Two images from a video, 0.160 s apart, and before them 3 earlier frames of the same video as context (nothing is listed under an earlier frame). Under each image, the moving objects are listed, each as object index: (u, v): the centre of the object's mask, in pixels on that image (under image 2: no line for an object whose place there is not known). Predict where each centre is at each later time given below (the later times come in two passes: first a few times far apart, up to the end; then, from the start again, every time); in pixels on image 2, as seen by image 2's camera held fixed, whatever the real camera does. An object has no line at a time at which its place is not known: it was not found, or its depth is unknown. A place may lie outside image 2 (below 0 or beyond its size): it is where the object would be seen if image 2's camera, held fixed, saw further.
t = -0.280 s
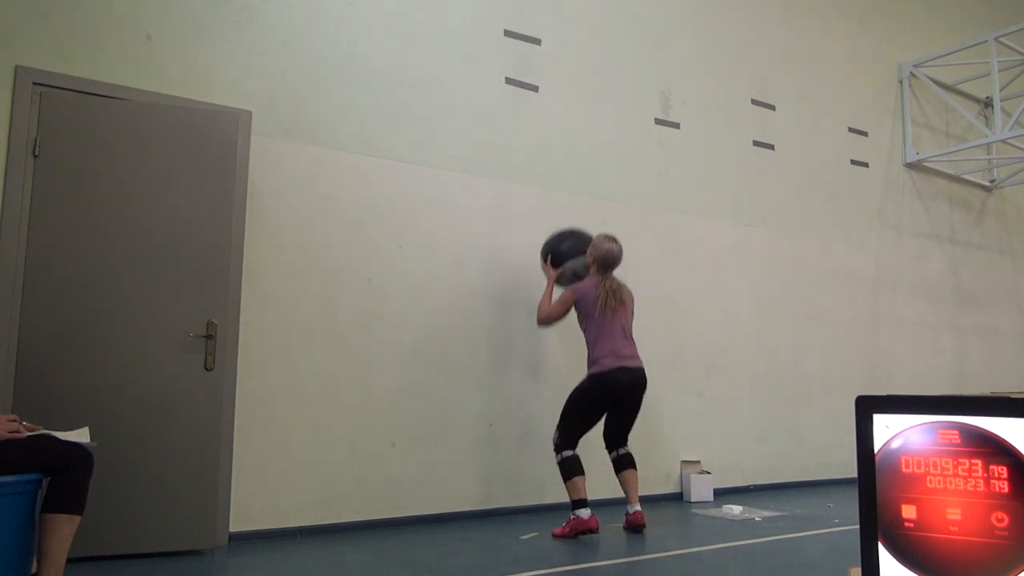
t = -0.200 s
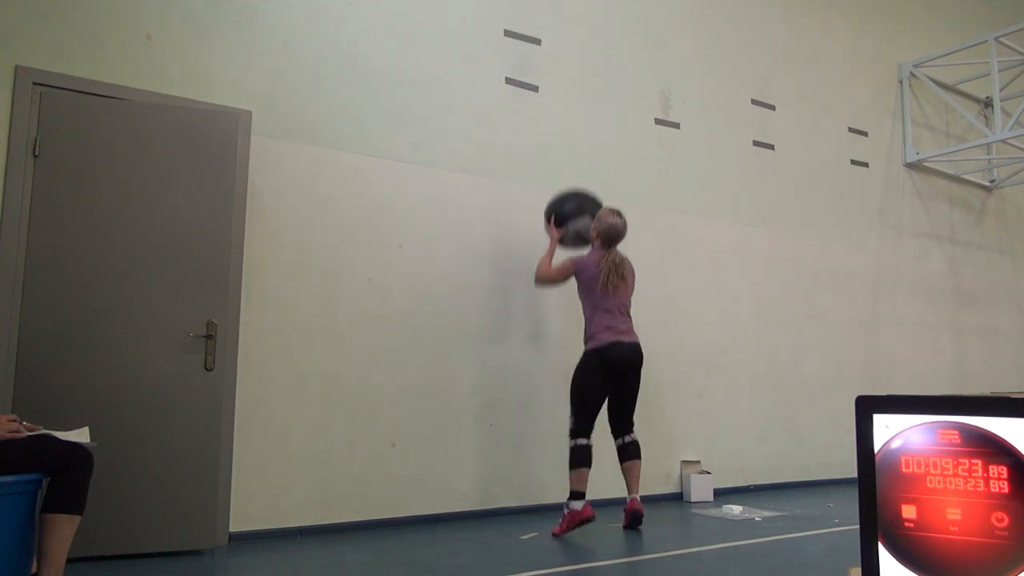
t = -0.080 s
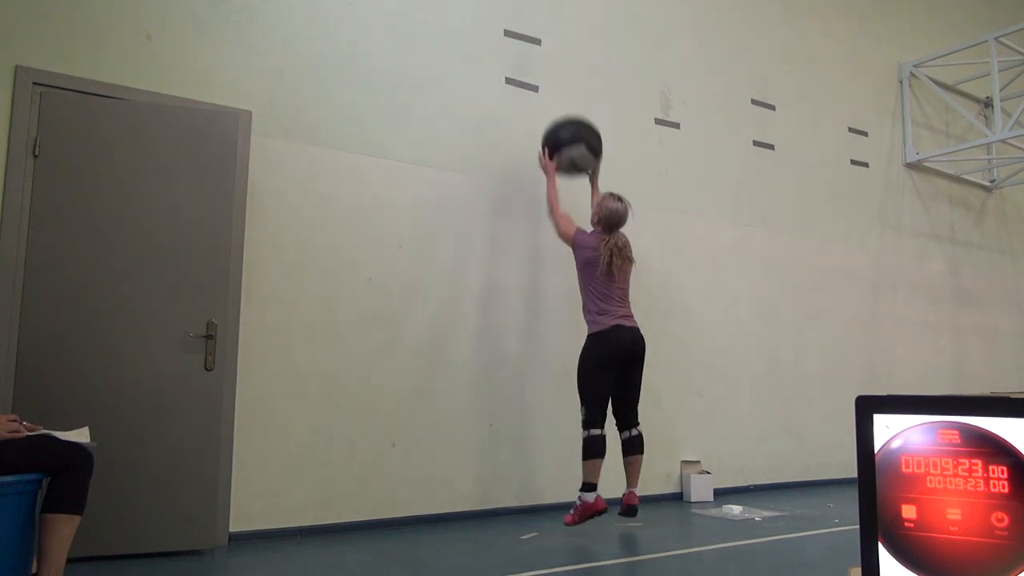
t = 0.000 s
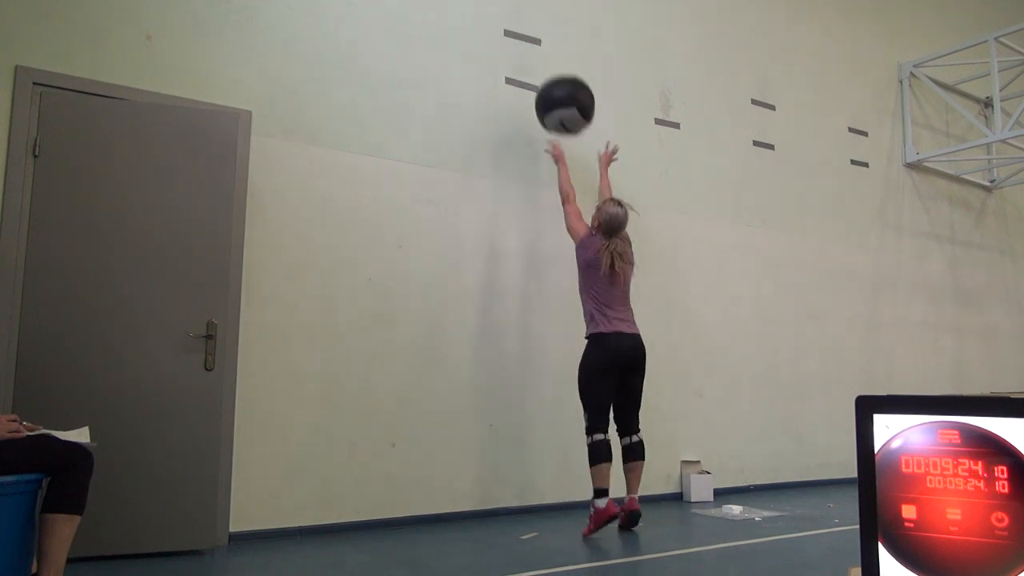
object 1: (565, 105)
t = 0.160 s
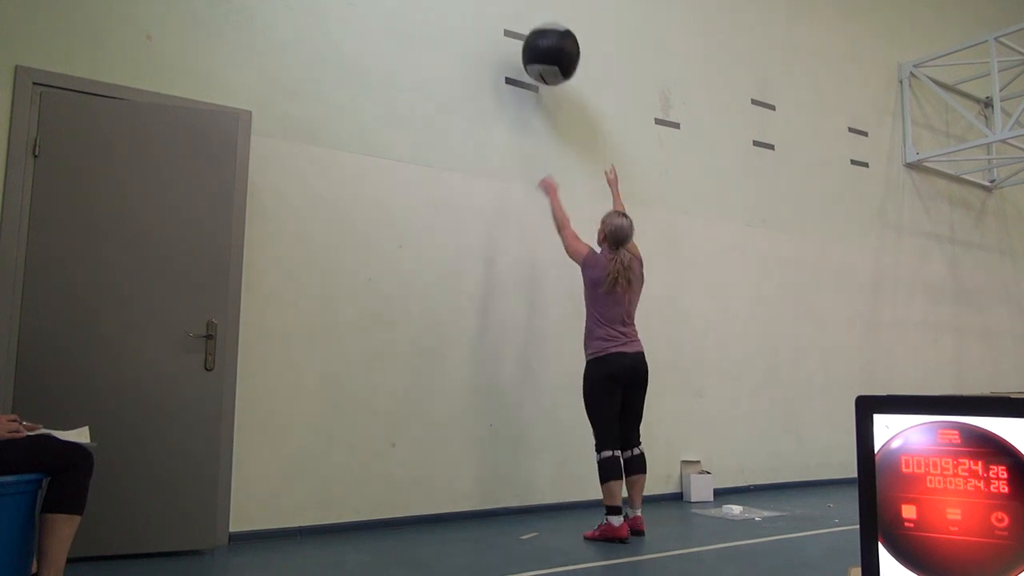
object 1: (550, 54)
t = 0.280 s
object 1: (540, 43)
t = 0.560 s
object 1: (541, 81)
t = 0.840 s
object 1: (550, 245)
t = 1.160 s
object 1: (568, 459)
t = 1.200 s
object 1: (572, 441)
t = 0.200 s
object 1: (547, 48)
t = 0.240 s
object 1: (543, 44)
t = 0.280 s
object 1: (540, 43)
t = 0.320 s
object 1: (536, 43)
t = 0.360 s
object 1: (534, 46)
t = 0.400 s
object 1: (535, 49)
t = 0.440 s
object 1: (537, 52)
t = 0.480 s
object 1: (538, 59)
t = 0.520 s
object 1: (540, 68)
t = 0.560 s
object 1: (541, 81)
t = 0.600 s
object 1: (542, 95)
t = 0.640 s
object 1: (544, 113)
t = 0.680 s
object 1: (545, 133)
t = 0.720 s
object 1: (546, 156)
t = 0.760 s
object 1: (548, 182)
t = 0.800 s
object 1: (549, 212)
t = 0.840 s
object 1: (550, 245)
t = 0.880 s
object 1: (552, 281)
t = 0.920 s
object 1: (553, 321)
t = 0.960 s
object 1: (555, 367)
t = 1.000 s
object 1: (557, 416)
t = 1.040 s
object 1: (558, 466)
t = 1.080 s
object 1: (560, 503)
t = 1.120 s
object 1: (564, 480)
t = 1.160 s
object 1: (568, 459)
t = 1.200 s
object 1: (572, 441)
